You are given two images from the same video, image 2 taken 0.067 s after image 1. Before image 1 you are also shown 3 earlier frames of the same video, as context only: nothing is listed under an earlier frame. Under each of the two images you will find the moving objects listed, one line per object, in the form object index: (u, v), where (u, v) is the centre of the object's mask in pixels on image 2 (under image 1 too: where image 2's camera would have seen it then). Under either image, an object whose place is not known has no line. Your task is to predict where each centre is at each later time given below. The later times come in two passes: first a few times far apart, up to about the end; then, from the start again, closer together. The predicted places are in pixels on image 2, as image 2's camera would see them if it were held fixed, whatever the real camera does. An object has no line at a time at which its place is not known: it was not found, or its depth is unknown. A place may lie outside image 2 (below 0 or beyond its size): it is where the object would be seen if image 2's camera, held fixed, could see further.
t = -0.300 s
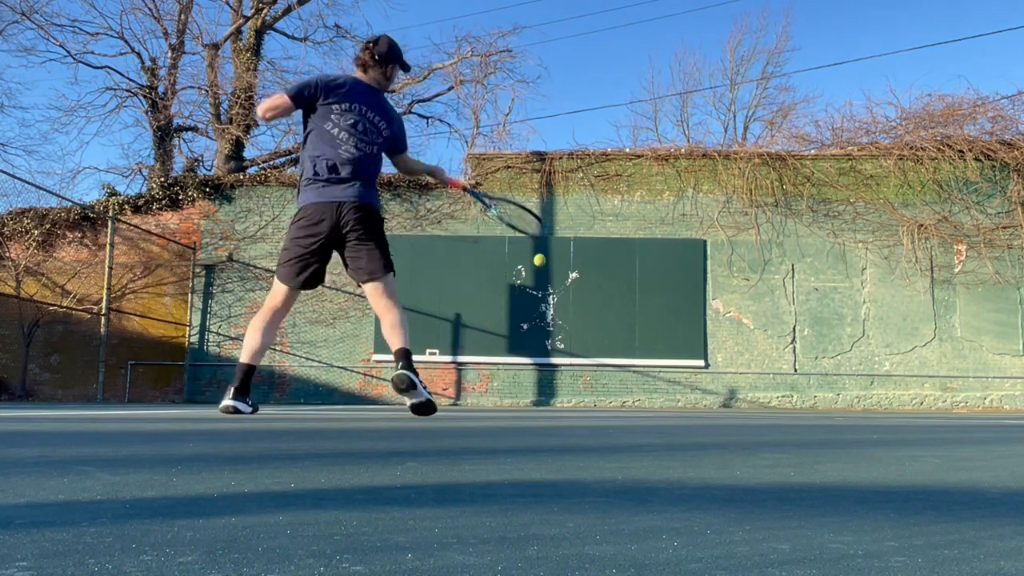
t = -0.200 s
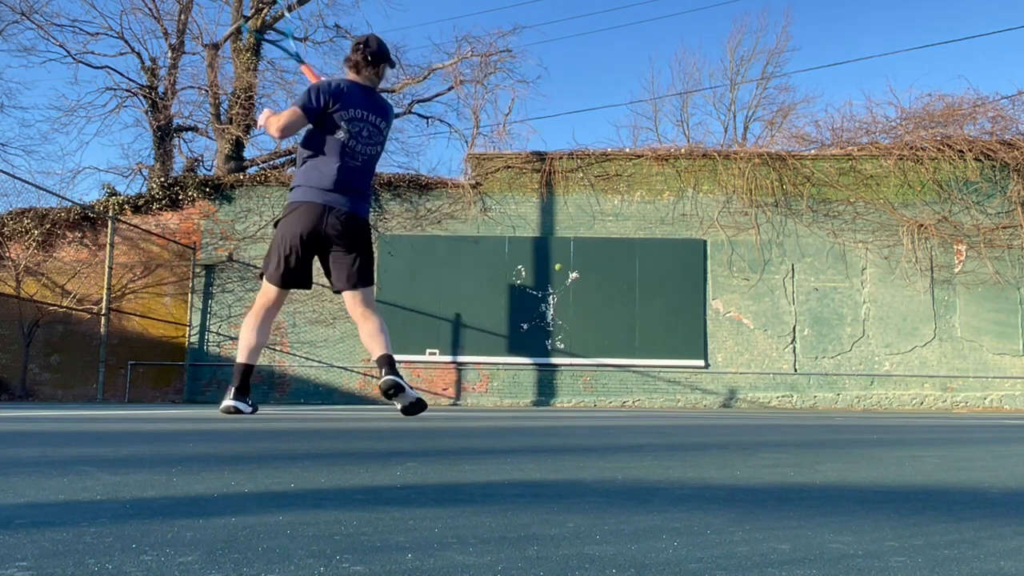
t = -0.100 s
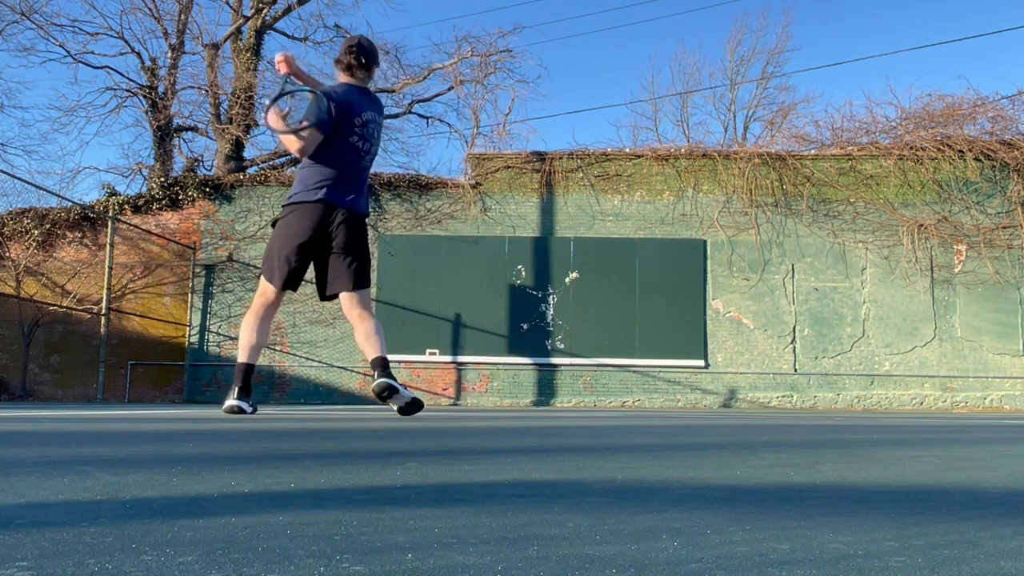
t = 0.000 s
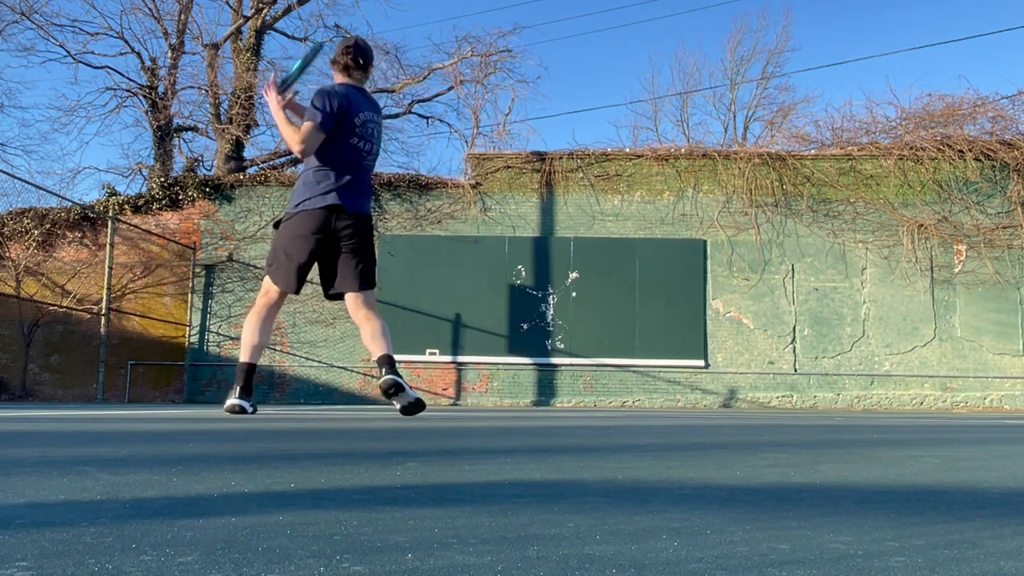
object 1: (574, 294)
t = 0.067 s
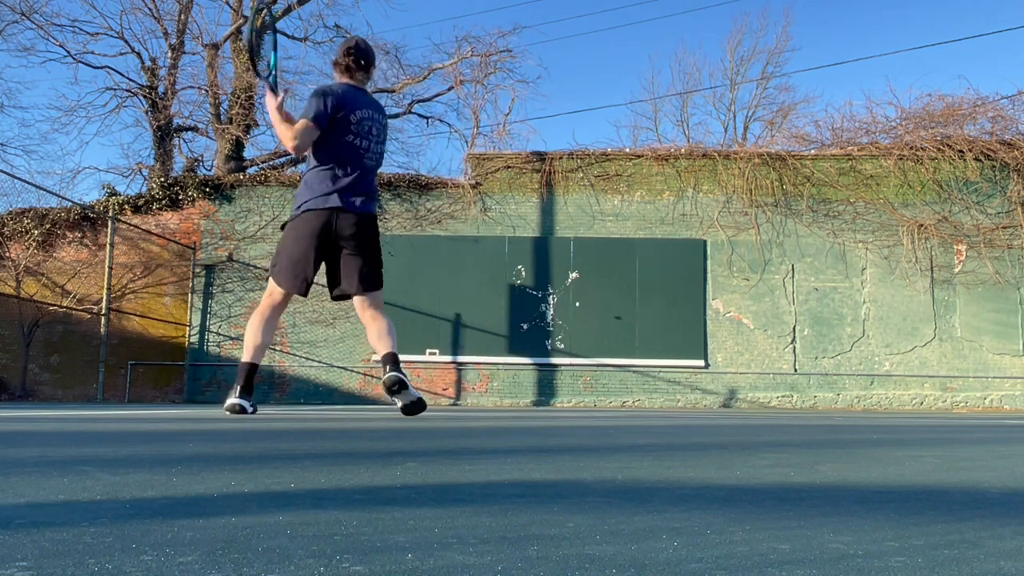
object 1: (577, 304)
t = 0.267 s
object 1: (588, 294)
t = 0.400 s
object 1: (598, 296)
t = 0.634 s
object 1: (624, 340)
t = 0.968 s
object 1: (672, 312)
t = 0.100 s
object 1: (579, 305)
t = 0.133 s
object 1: (580, 302)
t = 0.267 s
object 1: (588, 294)
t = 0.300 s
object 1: (590, 293)
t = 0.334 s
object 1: (593, 293)
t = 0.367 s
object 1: (595, 294)
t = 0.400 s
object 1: (598, 296)
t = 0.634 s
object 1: (624, 340)
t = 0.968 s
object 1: (672, 312)
